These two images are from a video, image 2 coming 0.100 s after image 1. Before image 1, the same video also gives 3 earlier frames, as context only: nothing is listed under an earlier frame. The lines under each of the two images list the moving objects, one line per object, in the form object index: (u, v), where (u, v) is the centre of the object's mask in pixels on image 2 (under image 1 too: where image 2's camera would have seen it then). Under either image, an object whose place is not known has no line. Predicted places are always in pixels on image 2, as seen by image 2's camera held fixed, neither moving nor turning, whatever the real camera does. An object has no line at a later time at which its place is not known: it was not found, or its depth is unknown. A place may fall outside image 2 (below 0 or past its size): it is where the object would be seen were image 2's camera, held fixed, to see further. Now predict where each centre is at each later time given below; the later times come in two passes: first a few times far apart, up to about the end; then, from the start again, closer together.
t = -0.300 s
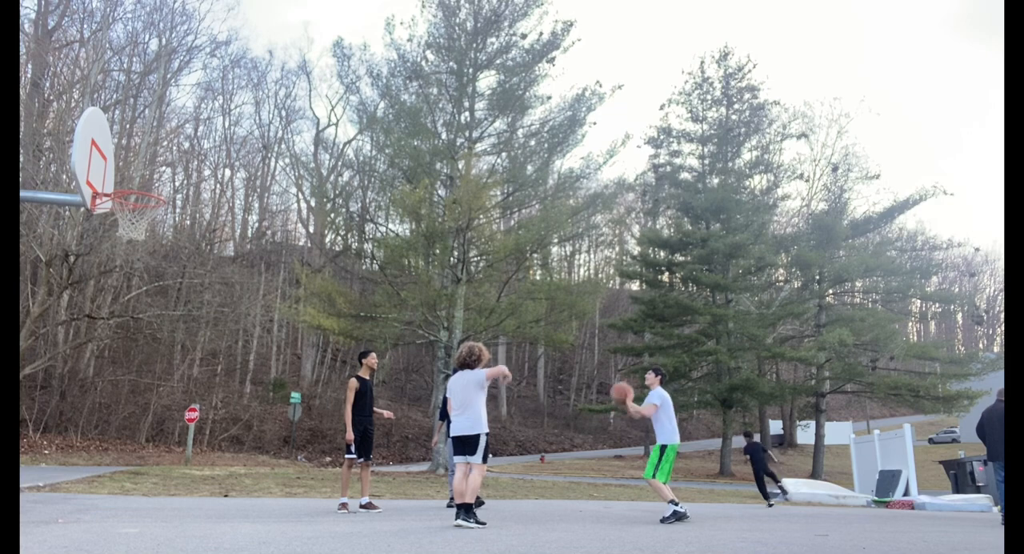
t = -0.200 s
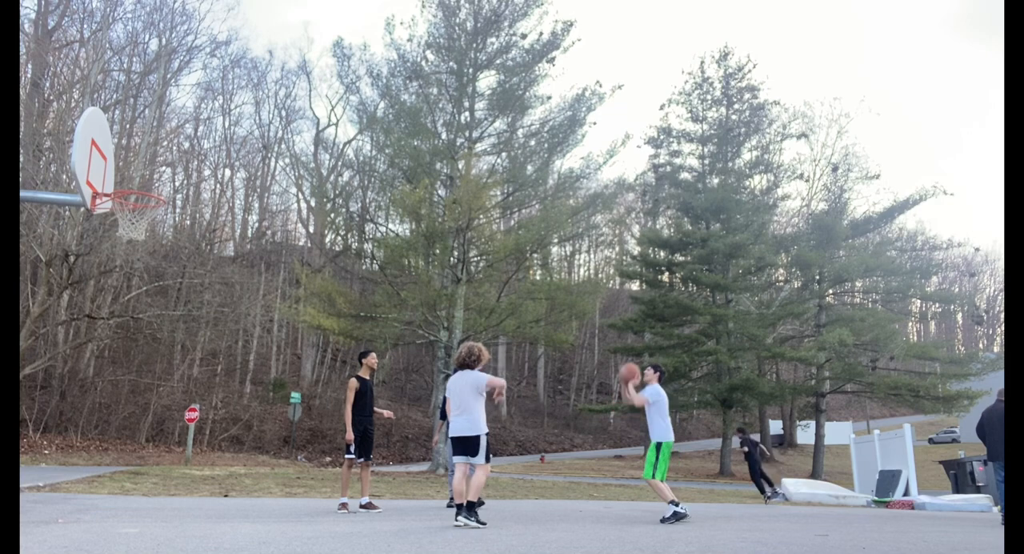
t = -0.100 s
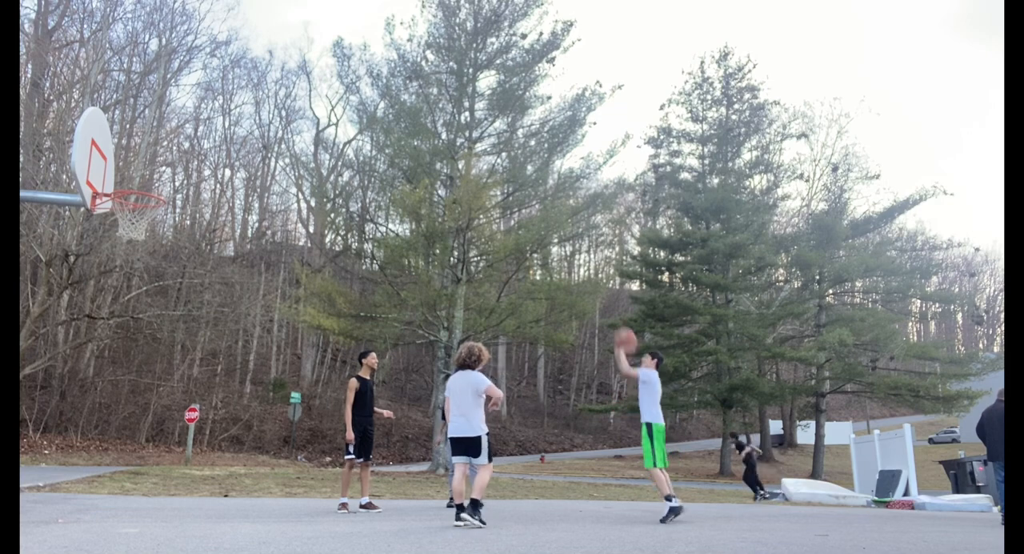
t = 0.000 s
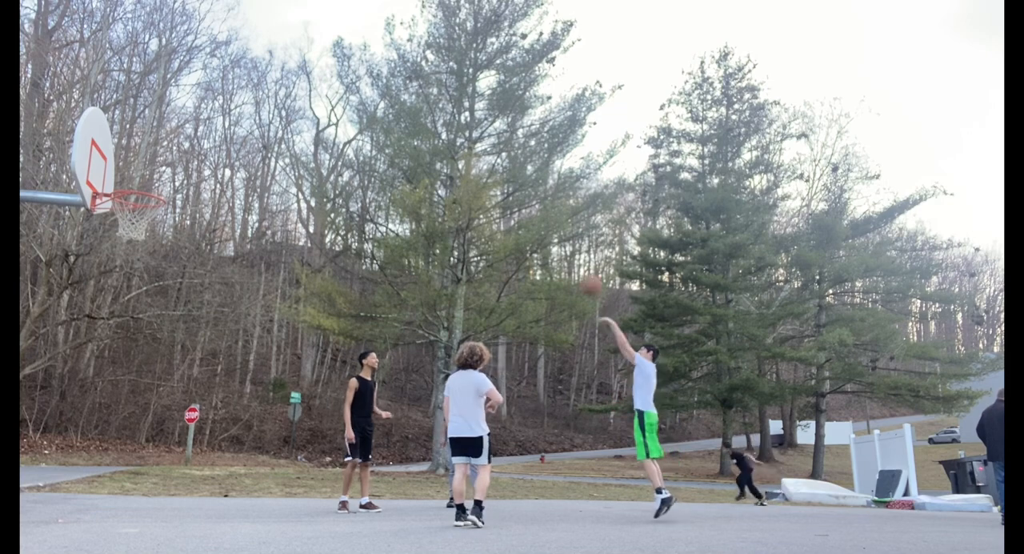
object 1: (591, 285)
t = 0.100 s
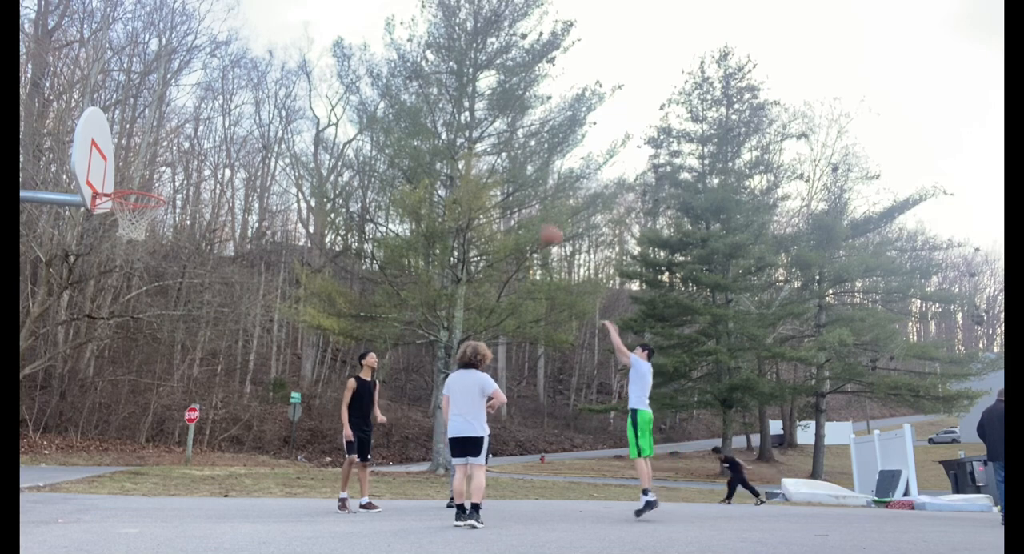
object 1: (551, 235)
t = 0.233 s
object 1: (499, 185)
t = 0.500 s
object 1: (394, 127)
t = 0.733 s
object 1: (296, 122)
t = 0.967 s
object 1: (184, 165)
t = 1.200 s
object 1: (125, 217)
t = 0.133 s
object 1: (539, 221)
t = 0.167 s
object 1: (525, 208)
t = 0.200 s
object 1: (513, 196)
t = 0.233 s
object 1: (499, 185)
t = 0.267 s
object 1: (486, 175)
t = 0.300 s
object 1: (472, 165)
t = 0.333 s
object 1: (460, 156)
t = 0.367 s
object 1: (447, 149)
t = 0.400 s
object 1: (433, 143)
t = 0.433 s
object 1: (420, 135)
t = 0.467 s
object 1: (407, 130)
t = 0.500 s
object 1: (394, 127)
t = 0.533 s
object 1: (379, 123)
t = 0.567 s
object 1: (367, 121)
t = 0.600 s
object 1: (353, 119)
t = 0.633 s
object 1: (337, 118)
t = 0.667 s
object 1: (323, 119)
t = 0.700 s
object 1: (310, 120)
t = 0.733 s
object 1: (296, 122)
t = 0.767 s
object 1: (280, 125)
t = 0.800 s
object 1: (265, 130)
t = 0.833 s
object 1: (249, 135)
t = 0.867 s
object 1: (234, 141)
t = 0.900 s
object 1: (219, 148)
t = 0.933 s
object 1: (201, 156)
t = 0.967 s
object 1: (184, 165)
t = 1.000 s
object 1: (167, 176)
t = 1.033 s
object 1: (150, 185)
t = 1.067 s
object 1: (134, 197)
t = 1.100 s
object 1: (123, 204)
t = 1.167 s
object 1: (122, 208)
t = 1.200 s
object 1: (125, 217)
